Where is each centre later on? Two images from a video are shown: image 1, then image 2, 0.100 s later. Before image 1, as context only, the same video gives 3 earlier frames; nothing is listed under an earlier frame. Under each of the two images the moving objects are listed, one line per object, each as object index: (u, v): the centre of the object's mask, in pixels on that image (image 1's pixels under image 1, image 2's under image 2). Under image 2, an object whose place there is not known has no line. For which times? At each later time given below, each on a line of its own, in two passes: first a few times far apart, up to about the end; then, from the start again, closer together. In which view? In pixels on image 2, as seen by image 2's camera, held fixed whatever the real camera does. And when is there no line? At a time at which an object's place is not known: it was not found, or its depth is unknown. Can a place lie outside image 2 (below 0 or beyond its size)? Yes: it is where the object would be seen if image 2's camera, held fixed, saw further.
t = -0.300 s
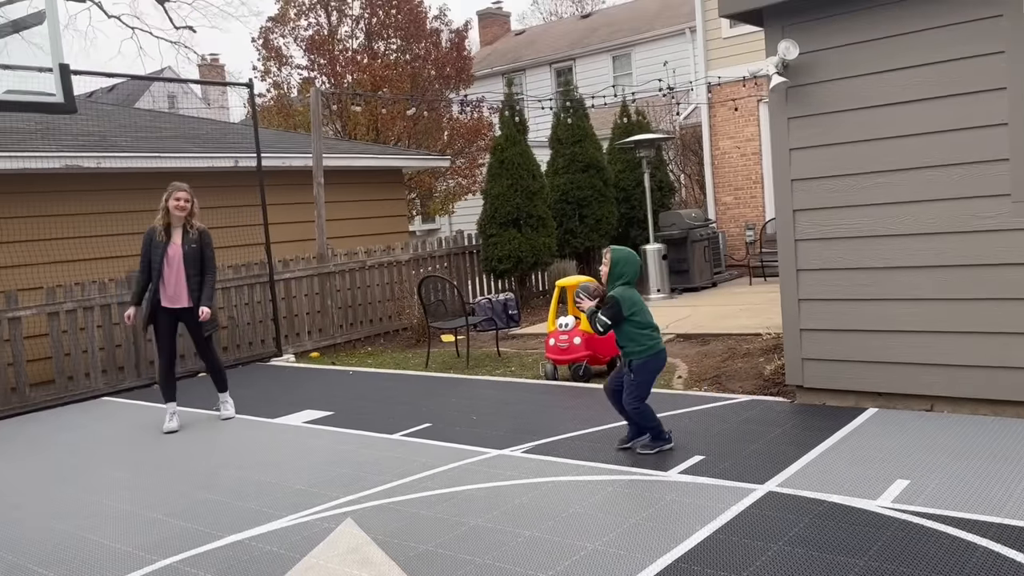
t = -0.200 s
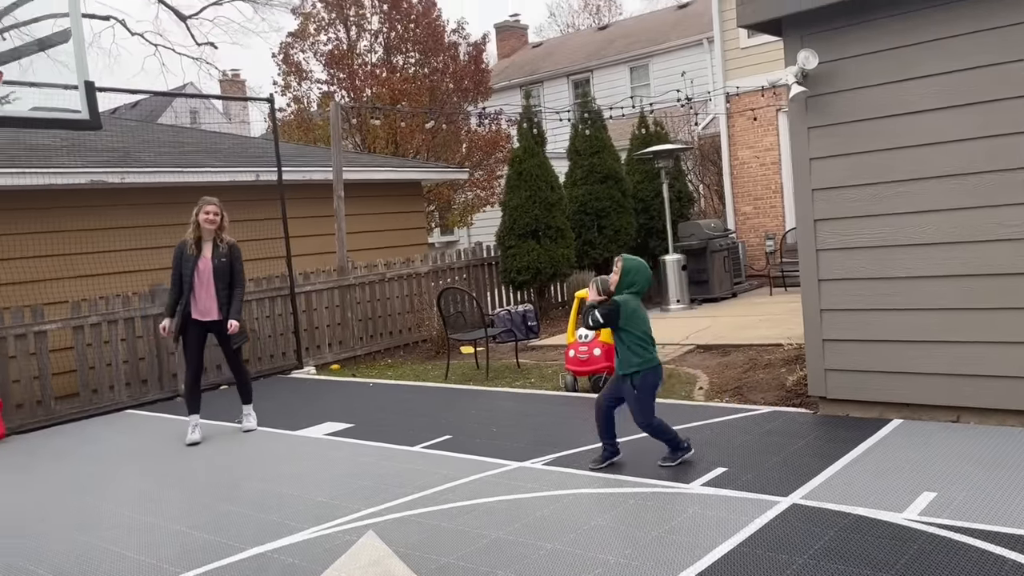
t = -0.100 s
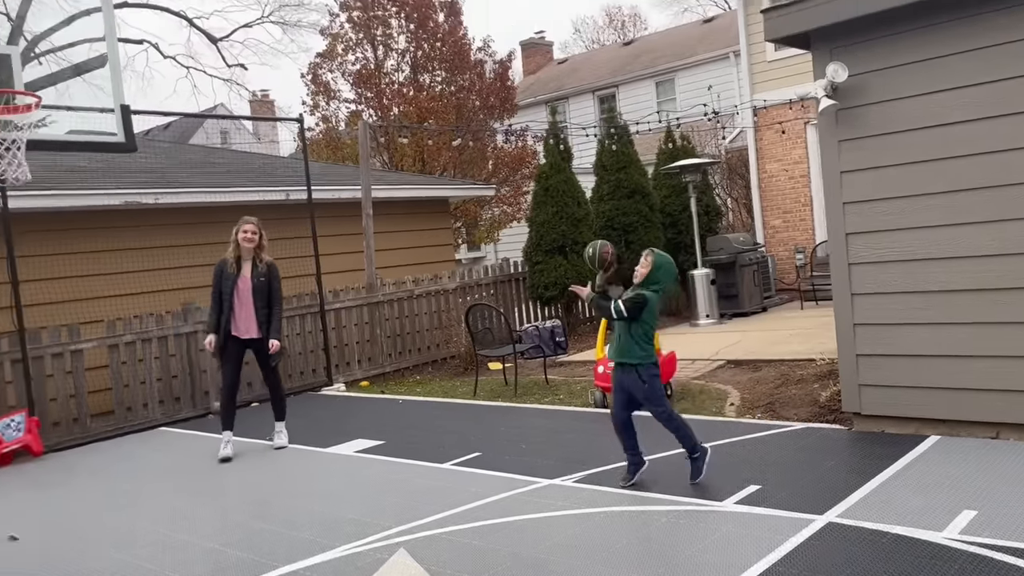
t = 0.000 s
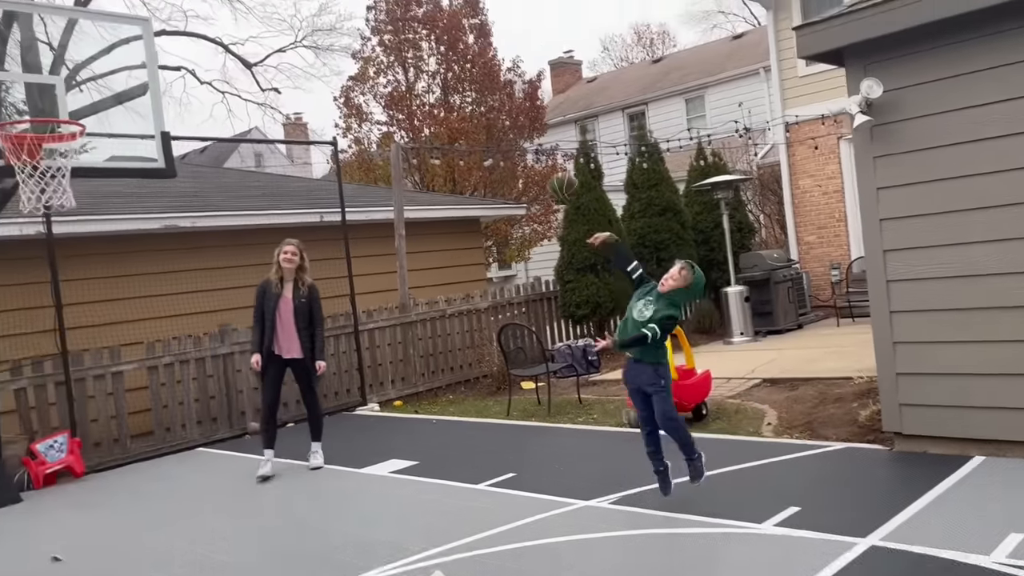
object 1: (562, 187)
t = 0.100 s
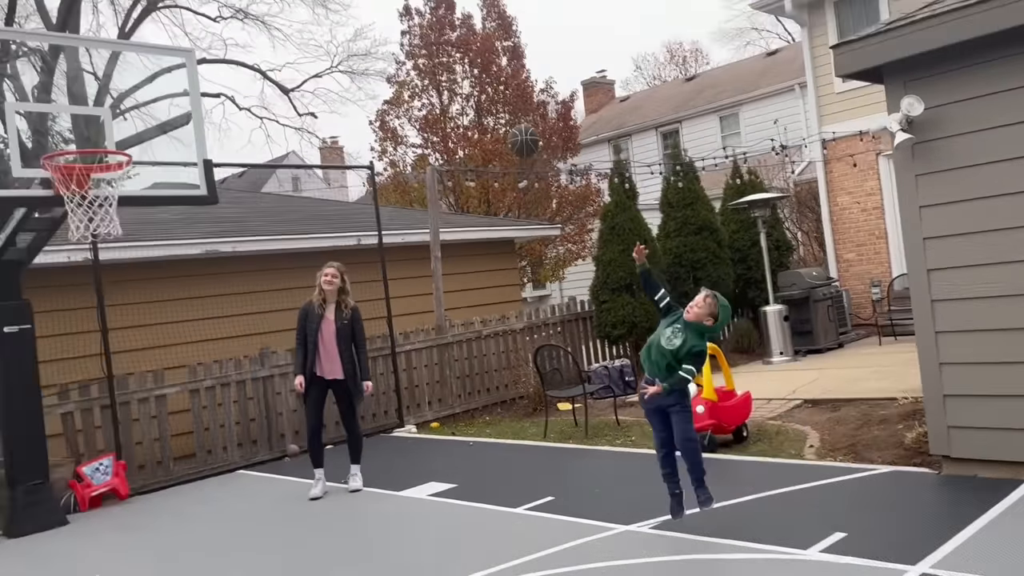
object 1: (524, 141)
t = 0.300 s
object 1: (386, 60)
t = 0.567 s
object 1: (224, 58)
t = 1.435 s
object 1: (78, 375)
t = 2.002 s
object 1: (133, 416)
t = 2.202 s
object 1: (156, 431)
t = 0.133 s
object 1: (500, 122)
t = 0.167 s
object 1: (476, 106)
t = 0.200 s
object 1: (453, 93)
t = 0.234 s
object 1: (430, 80)
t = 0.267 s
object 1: (409, 69)
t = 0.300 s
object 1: (386, 60)
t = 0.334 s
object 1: (364, 53)
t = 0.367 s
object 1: (343, 49)
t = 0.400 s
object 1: (323, 46)
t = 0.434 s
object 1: (302, 45)
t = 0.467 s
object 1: (282, 45)
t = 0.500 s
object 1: (262, 47)
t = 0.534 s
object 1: (243, 52)
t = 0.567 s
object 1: (224, 58)
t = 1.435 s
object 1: (78, 375)
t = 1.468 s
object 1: (80, 398)
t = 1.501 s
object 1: (84, 425)
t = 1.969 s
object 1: (135, 420)
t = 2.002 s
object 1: (133, 416)
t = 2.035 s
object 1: (133, 414)
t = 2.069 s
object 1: (137, 415)
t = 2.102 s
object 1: (142, 416)
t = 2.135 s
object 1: (146, 420)
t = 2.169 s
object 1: (151, 425)
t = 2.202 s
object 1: (156, 431)
